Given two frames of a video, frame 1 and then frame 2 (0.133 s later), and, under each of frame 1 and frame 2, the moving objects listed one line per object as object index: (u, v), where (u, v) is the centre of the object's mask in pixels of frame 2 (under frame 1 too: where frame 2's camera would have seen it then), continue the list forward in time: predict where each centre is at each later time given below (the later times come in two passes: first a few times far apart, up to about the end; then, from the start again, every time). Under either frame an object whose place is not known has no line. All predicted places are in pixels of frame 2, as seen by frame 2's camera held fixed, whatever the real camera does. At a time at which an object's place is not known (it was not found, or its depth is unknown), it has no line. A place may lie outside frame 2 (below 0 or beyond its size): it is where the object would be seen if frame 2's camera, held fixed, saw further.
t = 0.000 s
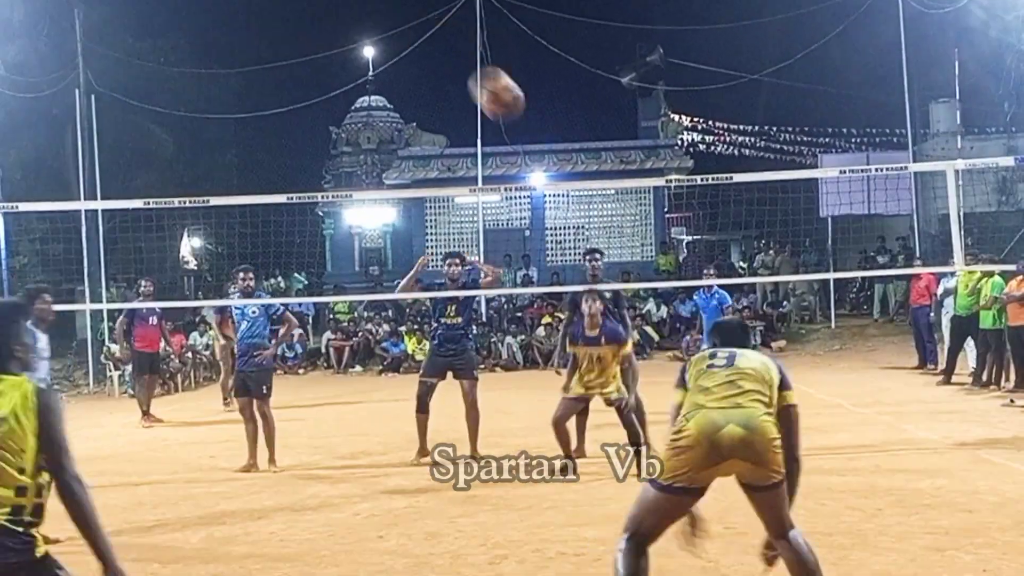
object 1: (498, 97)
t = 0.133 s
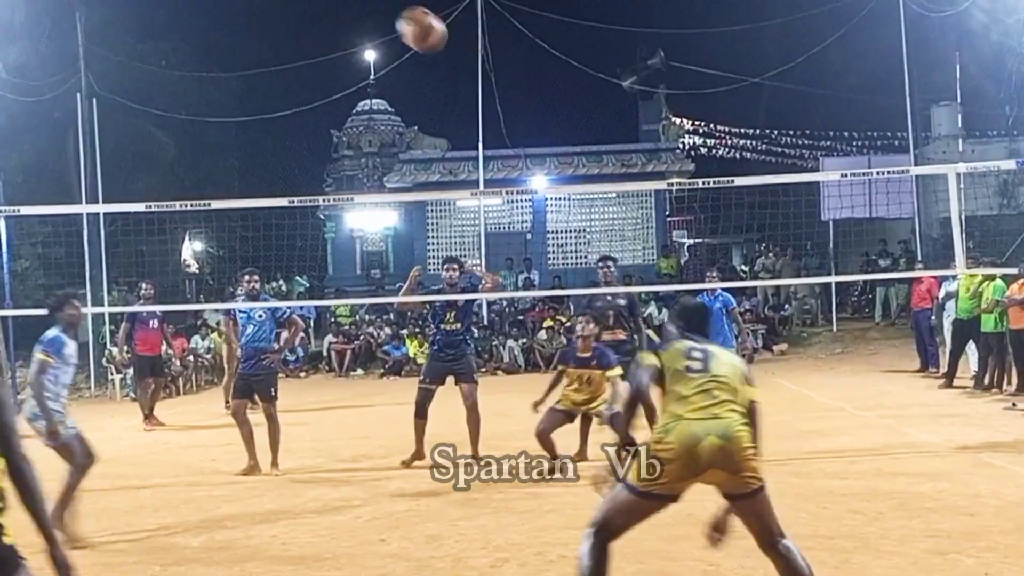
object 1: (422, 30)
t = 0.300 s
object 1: (339, 6)
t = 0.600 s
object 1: (220, 53)
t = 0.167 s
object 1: (404, 19)
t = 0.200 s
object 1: (387, 13)
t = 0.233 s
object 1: (372, 10)
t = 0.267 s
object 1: (356, 8)
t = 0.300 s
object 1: (339, 6)
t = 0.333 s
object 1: (324, 5)
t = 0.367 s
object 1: (310, 7)
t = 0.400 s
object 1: (296, 8)
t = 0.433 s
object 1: (281, 11)
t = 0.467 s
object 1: (268, 15)
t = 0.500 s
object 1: (257, 20)
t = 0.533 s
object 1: (244, 30)
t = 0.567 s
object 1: (232, 40)
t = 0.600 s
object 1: (220, 53)
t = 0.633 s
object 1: (208, 66)
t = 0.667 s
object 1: (198, 81)
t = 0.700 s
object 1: (186, 98)
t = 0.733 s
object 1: (175, 115)
